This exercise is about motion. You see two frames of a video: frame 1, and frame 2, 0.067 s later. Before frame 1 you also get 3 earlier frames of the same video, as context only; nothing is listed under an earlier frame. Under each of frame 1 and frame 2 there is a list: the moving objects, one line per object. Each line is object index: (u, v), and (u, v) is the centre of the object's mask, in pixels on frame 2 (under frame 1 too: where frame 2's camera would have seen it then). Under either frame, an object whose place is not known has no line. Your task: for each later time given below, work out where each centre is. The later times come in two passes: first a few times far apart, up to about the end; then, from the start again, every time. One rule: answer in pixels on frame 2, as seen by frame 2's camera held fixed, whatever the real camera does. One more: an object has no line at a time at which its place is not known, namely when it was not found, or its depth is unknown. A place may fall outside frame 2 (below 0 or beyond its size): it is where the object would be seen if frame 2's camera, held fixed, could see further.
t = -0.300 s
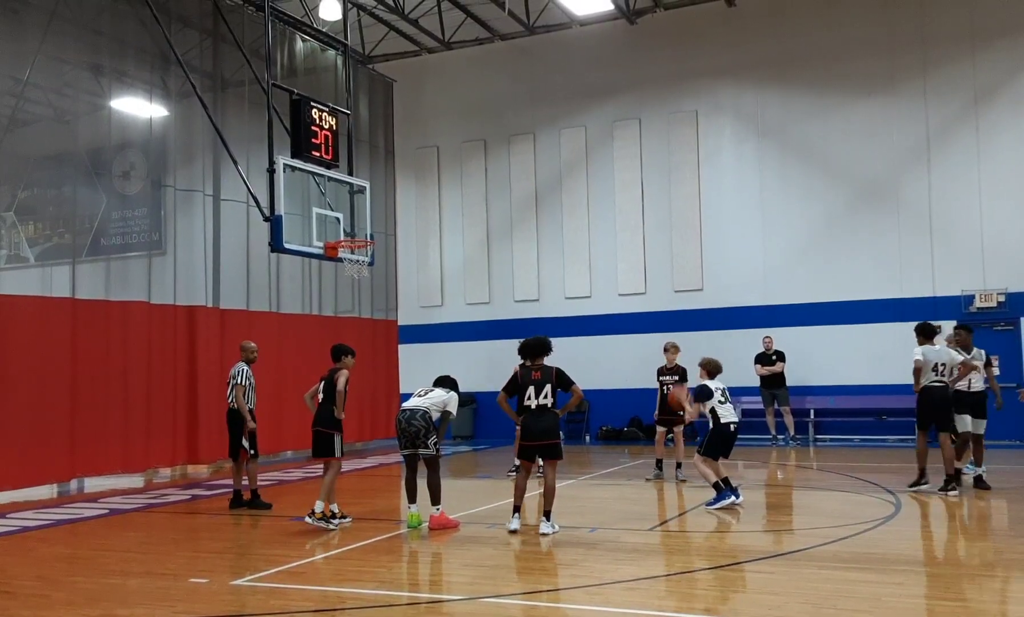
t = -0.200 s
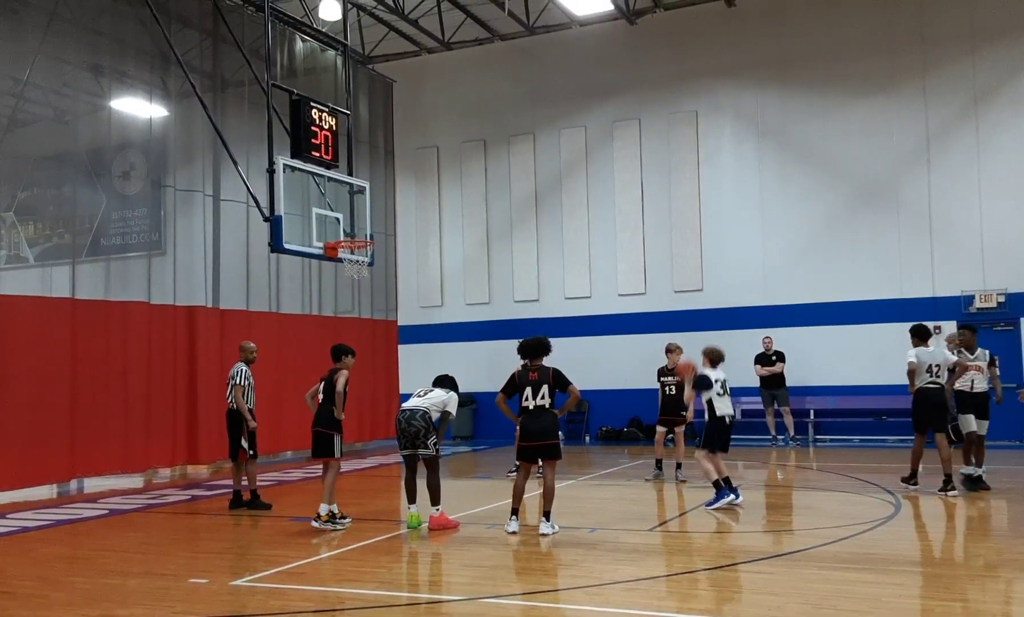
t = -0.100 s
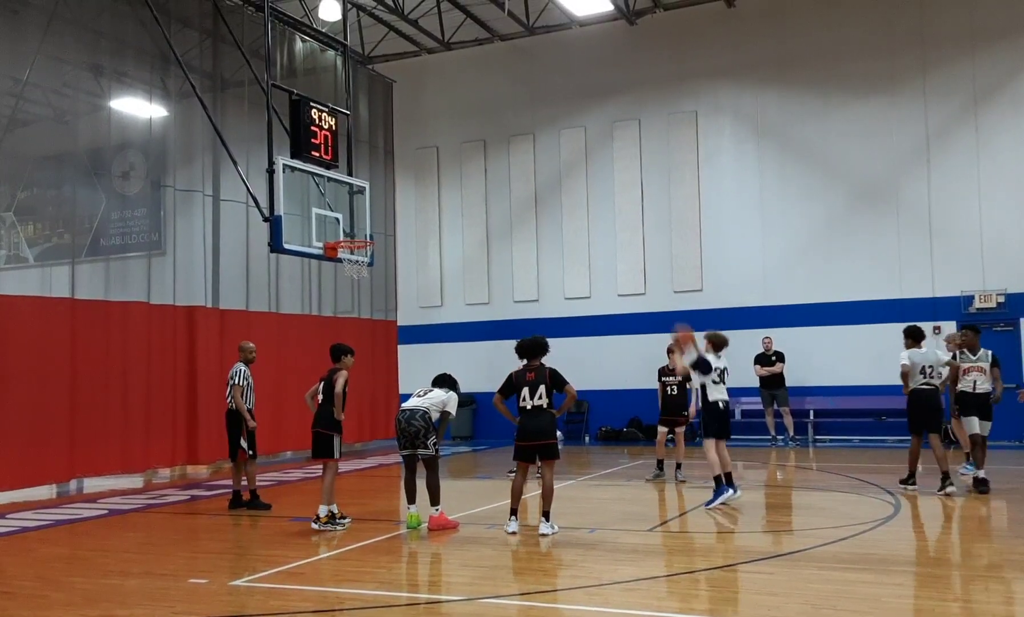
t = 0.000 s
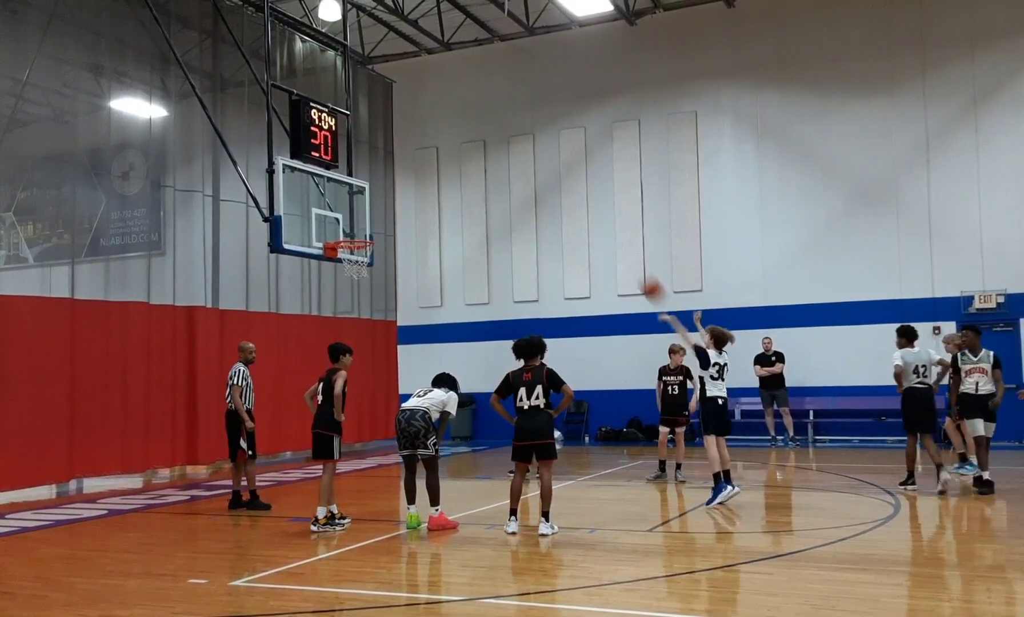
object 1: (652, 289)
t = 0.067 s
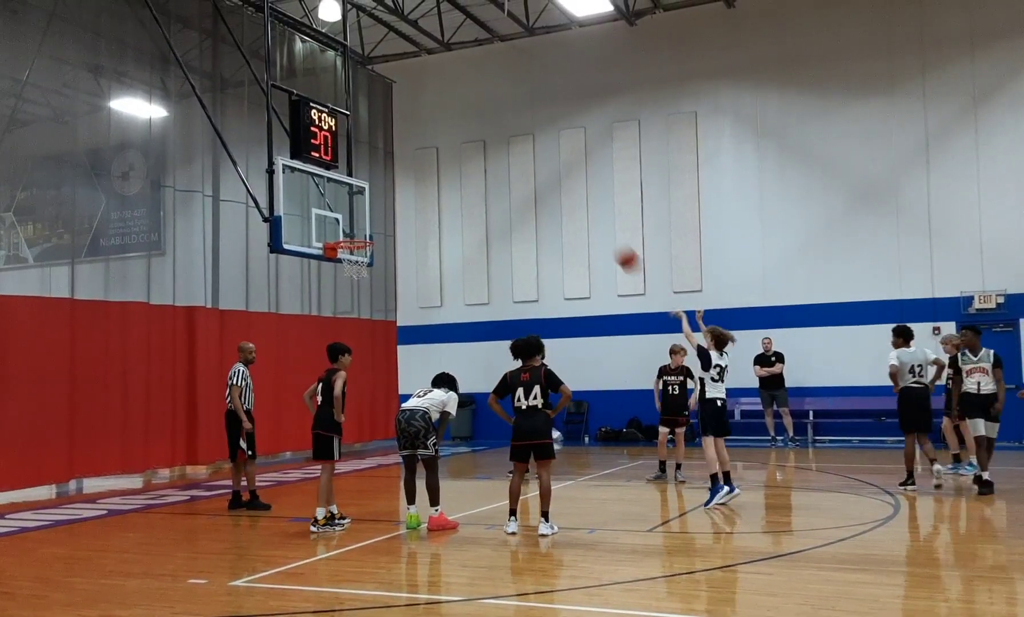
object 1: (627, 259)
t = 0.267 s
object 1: (558, 197)
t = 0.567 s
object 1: (463, 169)
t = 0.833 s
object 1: (387, 207)
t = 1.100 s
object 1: (342, 262)
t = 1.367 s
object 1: (362, 291)
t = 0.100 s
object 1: (616, 246)
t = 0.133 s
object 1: (604, 234)
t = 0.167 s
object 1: (592, 223)
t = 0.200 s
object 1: (580, 213)
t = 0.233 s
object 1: (569, 204)
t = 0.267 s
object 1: (558, 197)
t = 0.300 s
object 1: (547, 189)
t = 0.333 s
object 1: (536, 183)
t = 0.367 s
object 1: (525, 178)
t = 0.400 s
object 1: (514, 174)
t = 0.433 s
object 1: (504, 171)
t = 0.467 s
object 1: (494, 170)
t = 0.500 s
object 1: (484, 168)
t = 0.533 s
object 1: (473, 168)
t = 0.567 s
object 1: (463, 169)
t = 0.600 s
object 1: (454, 171)
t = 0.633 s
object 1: (444, 173)
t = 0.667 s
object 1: (433, 177)
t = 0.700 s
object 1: (424, 181)
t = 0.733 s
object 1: (415, 186)
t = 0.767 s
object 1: (406, 192)
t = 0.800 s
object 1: (396, 199)
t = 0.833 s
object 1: (387, 207)
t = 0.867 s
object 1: (379, 215)
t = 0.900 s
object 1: (369, 224)
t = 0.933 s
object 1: (359, 233)
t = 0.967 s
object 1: (353, 245)
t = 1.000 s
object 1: (341, 254)
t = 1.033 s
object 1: (339, 260)
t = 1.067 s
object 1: (340, 261)
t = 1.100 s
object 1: (342, 262)
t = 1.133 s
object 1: (343, 263)
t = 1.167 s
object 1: (347, 266)
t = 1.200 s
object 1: (348, 268)
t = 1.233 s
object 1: (353, 275)
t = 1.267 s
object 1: (354, 278)
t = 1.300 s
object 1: (356, 281)
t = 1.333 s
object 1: (359, 285)
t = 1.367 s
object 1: (362, 291)
